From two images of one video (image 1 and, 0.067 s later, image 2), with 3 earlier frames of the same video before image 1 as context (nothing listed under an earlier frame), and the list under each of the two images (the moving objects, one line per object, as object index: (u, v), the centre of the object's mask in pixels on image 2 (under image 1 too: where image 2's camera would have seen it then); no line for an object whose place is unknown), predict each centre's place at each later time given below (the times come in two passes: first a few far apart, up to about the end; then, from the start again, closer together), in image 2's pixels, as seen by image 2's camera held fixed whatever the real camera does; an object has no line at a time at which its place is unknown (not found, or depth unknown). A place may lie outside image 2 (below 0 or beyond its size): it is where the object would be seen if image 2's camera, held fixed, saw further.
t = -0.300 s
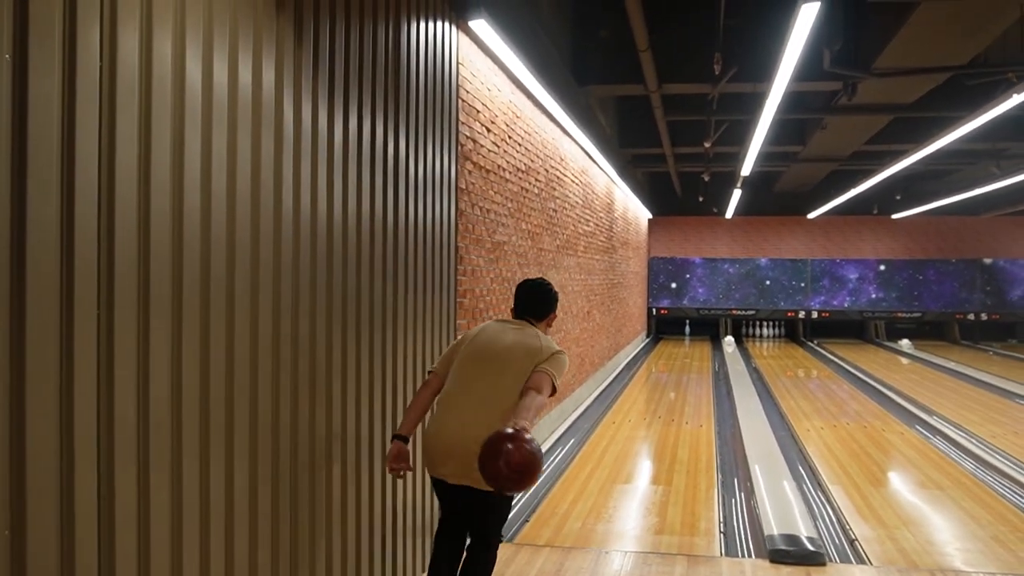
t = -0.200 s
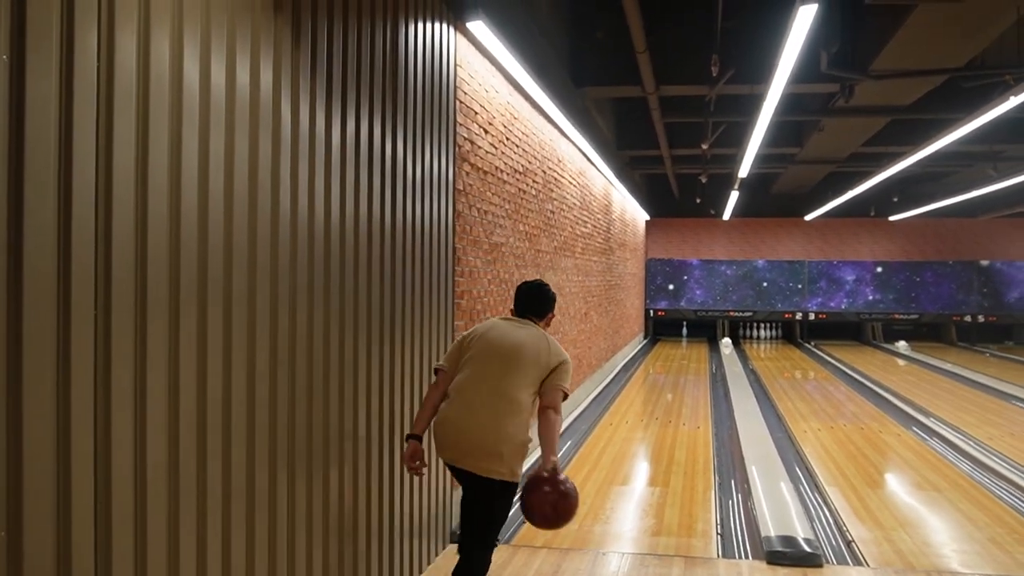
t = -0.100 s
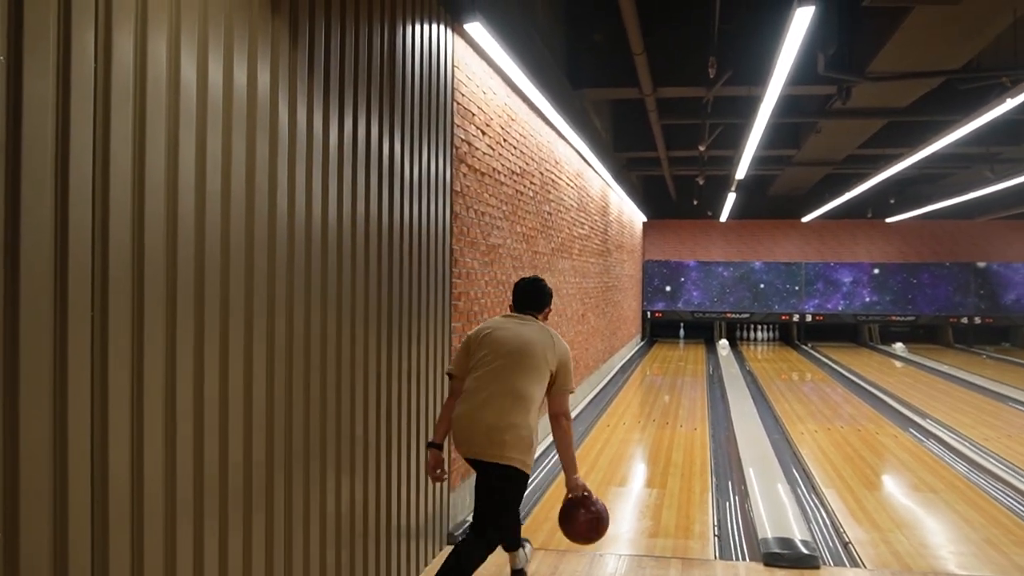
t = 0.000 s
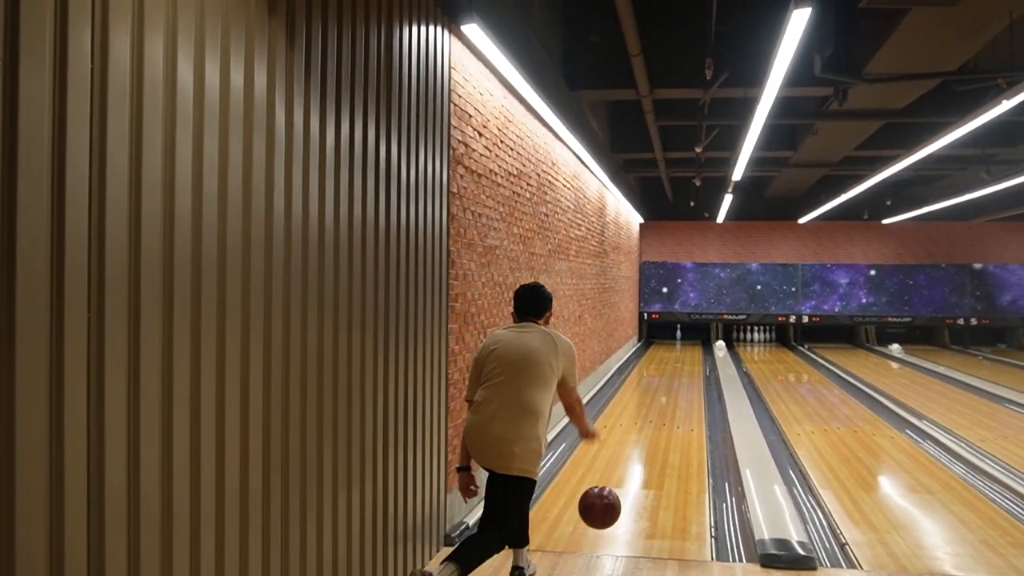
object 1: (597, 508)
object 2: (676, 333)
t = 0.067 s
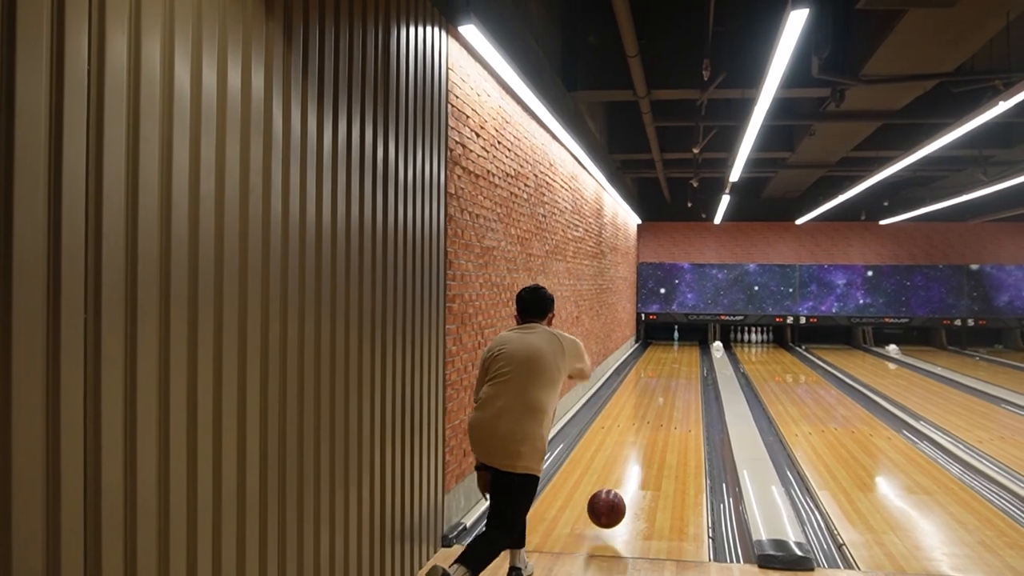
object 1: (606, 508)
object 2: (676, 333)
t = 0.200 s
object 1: (621, 478)
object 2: (676, 333)
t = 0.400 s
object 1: (636, 443)
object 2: (676, 333)
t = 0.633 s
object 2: (682, 329)
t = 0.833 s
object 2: (686, 324)
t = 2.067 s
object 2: (674, 329)
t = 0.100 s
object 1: (610, 506)
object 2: (676, 333)
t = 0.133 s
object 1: (614, 494)
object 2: (676, 333)
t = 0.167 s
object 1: (617, 485)
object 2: (675, 333)
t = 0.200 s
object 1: (621, 478)
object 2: (676, 333)
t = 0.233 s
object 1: (624, 473)
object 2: (676, 333)
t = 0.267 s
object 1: (627, 465)
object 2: (676, 334)
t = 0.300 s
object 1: (629, 459)
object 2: (676, 333)
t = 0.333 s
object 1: (632, 453)
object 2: (676, 334)
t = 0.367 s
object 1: (634, 448)
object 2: (676, 334)
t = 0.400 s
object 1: (636, 443)
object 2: (676, 333)
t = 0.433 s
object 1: (638, 438)
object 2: (676, 333)
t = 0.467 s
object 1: (640, 434)
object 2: (678, 333)
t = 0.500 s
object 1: (641, 430)
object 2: (678, 332)
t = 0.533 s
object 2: (679, 331)
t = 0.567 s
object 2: (680, 330)
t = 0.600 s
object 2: (681, 331)
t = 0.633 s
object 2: (682, 329)
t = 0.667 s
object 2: (683, 329)
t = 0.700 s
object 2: (683, 328)
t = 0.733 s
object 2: (684, 327)
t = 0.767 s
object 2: (685, 326)
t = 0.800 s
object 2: (685, 325)
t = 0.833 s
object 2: (686, 324)
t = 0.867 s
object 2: (687, 324)
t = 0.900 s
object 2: (687, 323)
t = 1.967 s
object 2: (675, 329)
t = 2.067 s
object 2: (674, 329)
